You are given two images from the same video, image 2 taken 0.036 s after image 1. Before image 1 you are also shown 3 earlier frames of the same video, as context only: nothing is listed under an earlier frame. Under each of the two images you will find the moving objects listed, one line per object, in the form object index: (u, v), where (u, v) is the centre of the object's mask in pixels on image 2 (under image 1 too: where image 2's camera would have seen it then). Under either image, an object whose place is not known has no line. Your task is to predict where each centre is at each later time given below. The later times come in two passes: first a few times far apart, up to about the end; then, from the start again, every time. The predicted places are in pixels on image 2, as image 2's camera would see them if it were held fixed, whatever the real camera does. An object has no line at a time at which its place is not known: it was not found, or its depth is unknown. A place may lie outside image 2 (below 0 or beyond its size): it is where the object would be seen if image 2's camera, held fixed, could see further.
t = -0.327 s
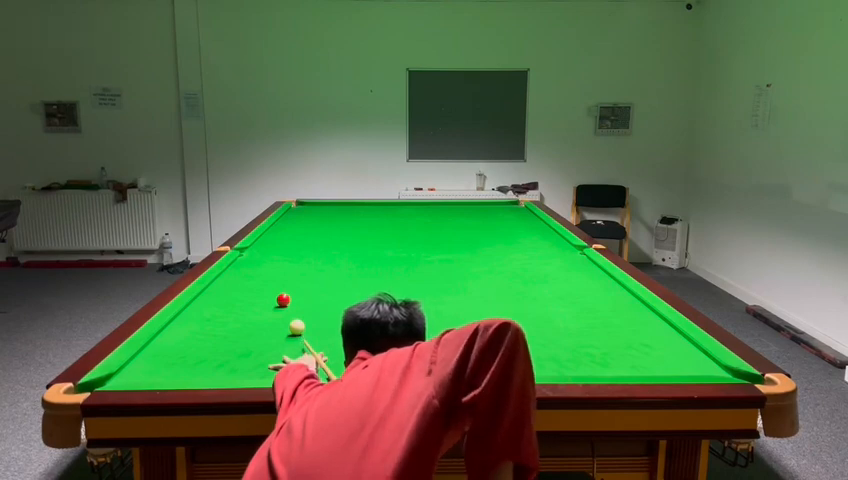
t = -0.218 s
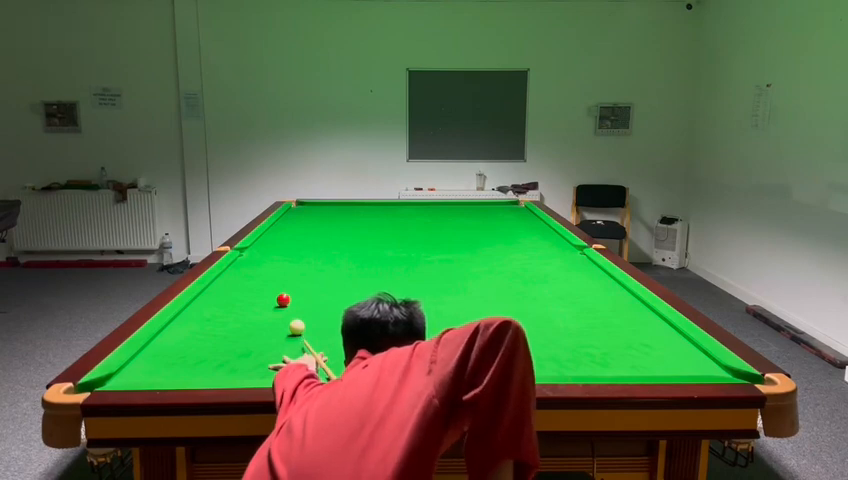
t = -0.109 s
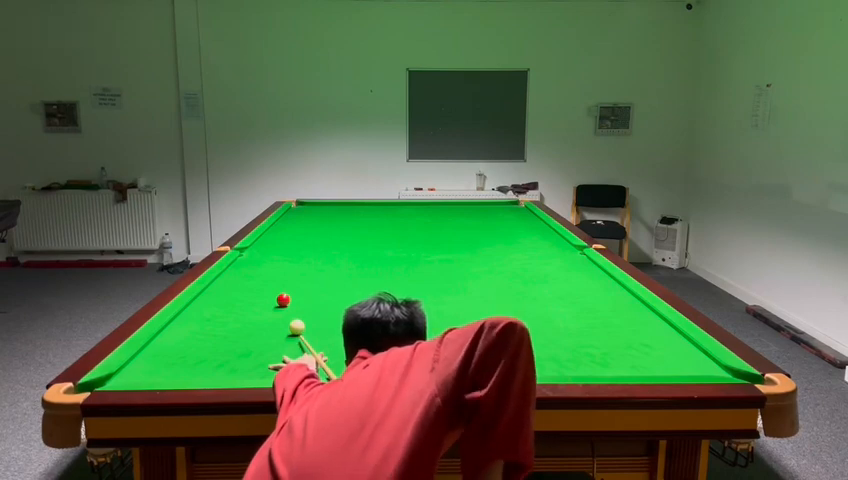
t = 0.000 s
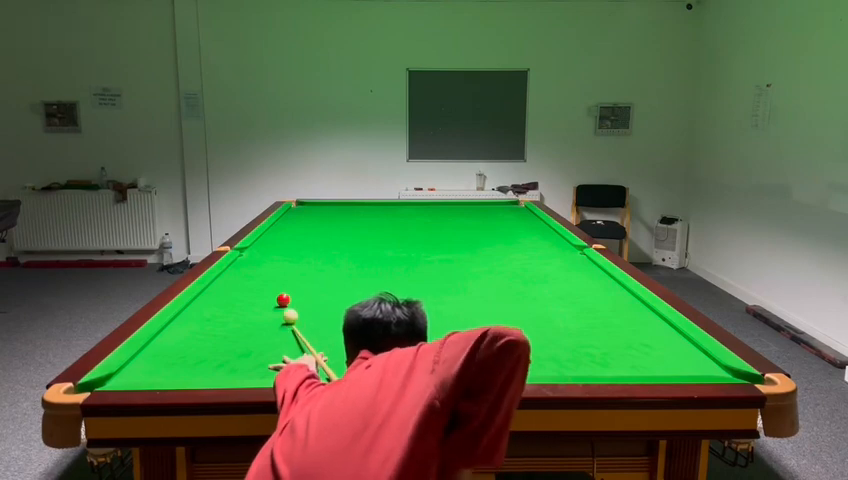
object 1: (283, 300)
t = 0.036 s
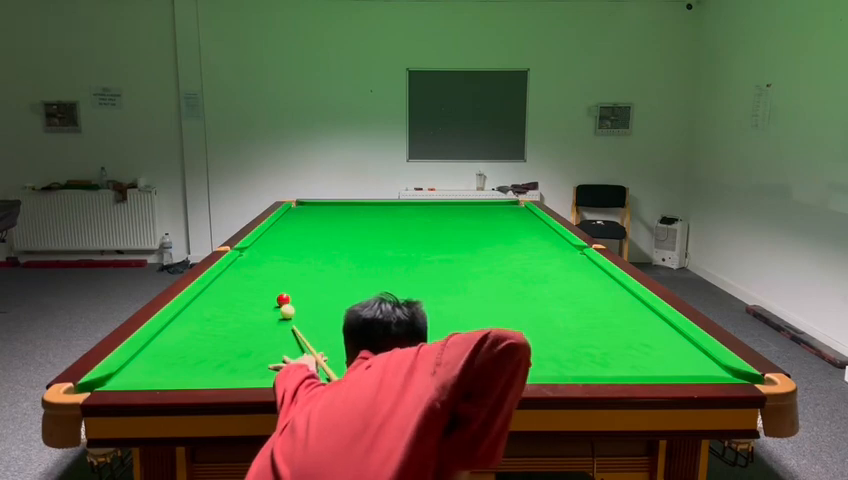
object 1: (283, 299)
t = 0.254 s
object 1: (285, 287)
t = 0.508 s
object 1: (288, 270)
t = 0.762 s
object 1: (290, 258)
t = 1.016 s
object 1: (292, 246)
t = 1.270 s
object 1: (294, 236)
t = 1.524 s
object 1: (295, 229)
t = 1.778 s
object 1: (296, 221)
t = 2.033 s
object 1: (297, 216)
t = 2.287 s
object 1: (299, 209)
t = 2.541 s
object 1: (299, 205)
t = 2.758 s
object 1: (298, 203)
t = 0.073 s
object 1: (283, 297)
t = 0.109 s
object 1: (284, 296)
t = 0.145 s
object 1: (285, 295)
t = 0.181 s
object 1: (285, 293)
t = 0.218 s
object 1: (285, 290)
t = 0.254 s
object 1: (285, 287)
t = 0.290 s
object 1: (285, 285)
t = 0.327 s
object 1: (286, 283)
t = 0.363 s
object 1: (287, 278)
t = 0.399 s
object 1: (287, 276)
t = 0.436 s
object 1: (287, 274)
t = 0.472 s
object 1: (287, 272)
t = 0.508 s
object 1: (288, 270)
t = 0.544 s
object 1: (288, 268)
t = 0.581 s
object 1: (289, 266)
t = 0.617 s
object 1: (289, 265)
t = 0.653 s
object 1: (289, 263)
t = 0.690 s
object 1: (289, 261)
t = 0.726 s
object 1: (290, 259)
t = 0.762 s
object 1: (290, 258)
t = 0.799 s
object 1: (290, 256)
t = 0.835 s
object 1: (291, 253)
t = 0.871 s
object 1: (291, 252)
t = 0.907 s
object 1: (291, 250)
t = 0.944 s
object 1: (291, 249)
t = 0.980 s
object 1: (292, 247)
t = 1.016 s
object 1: (292, 246)
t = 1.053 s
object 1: (292, 244)
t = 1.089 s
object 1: (292, 243)
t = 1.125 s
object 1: (293, 242)
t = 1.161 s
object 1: (293, 241)
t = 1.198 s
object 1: (293, 240)
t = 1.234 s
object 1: (293, 238)
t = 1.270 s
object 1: (294, 236)
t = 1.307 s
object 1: (294, 235)
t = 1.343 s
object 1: (294, 234)
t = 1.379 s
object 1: (294, 233)
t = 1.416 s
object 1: (294, 232)
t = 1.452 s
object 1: (295, 231)
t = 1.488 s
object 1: (295, 230)
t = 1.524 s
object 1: (295, 229)
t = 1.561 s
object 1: (295, 228)
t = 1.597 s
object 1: (295, 227)
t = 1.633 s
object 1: (295, 226)
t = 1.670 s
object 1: (295, 225)
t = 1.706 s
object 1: (296, 224)
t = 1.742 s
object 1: (296, 222)
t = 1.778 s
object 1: (296, 221)
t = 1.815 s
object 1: (297, 220)
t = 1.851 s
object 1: (297, 220)
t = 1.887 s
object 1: (297, 219)
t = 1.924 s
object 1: (297, 218)
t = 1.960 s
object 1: (297, 217)
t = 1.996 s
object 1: (297, 216)
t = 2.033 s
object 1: (297, 216)
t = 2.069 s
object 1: (297, 215)
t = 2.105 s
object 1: (298, 214)
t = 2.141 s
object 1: (298, 213)
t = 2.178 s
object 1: (298, 211)
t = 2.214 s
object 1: (299, 210)
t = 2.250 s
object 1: (299, 210)
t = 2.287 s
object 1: (299, 209)
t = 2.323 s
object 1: (299, 209)
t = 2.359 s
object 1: (299, 208)
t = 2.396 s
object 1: (299, 207)
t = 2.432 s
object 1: (299, 207)
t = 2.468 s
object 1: (299, 206)
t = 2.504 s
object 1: (299, 205)
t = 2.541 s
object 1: (299, 205)
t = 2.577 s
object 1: (300, 204)
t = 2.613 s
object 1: (300, 204)
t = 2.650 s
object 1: (298, 203)
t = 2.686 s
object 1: (295, 203)
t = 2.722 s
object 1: (296, 203)
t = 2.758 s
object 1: (298, 203)
